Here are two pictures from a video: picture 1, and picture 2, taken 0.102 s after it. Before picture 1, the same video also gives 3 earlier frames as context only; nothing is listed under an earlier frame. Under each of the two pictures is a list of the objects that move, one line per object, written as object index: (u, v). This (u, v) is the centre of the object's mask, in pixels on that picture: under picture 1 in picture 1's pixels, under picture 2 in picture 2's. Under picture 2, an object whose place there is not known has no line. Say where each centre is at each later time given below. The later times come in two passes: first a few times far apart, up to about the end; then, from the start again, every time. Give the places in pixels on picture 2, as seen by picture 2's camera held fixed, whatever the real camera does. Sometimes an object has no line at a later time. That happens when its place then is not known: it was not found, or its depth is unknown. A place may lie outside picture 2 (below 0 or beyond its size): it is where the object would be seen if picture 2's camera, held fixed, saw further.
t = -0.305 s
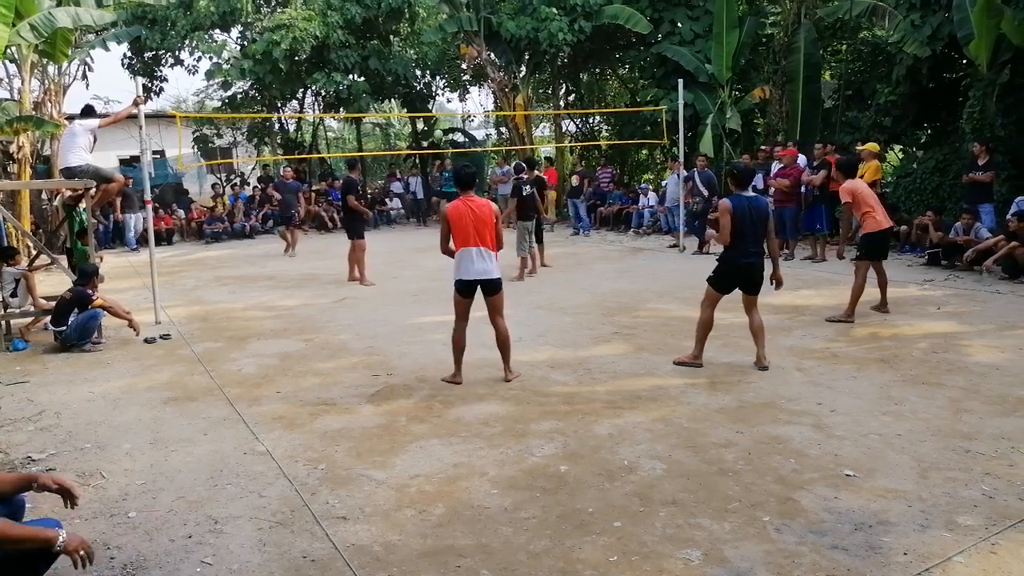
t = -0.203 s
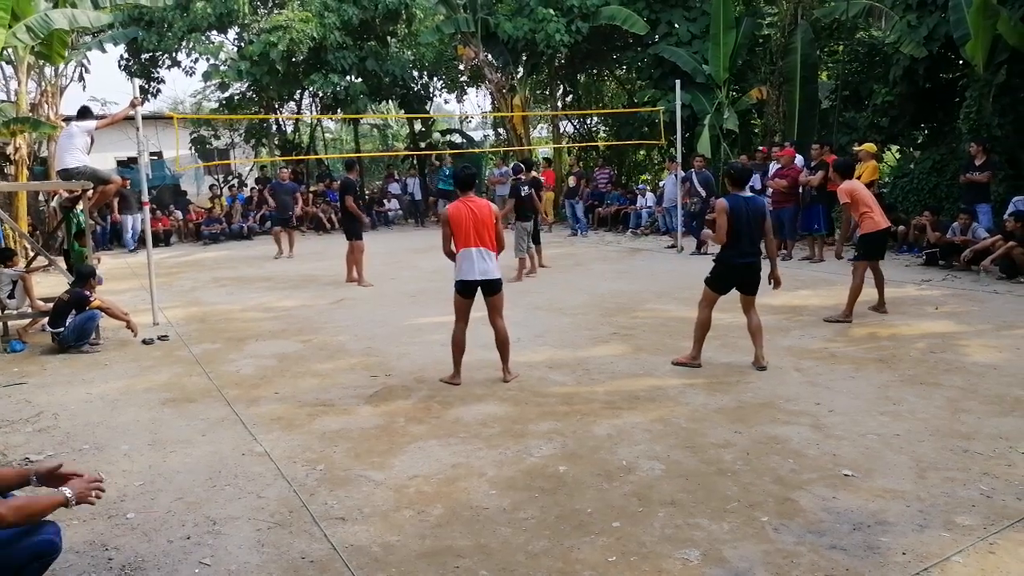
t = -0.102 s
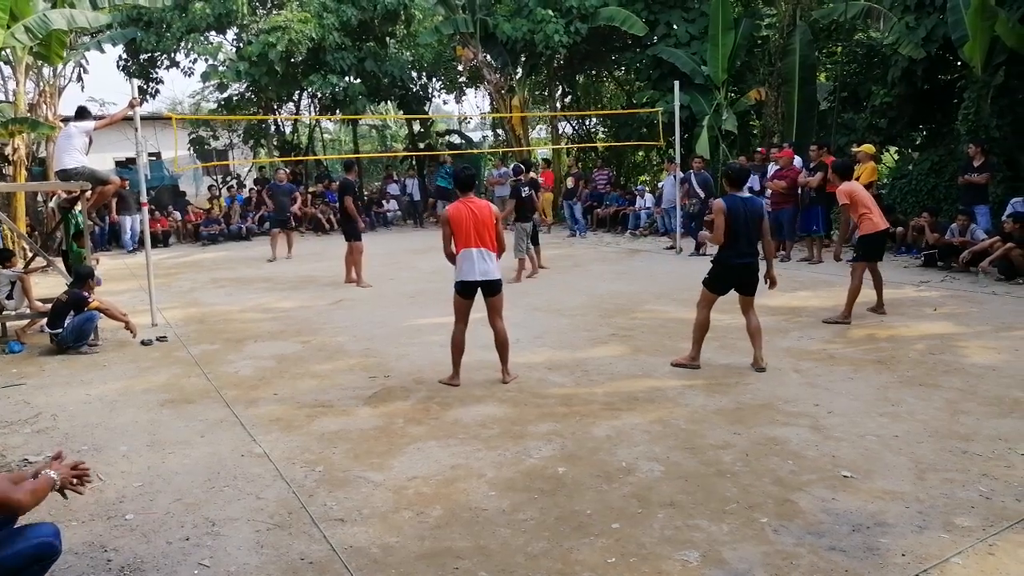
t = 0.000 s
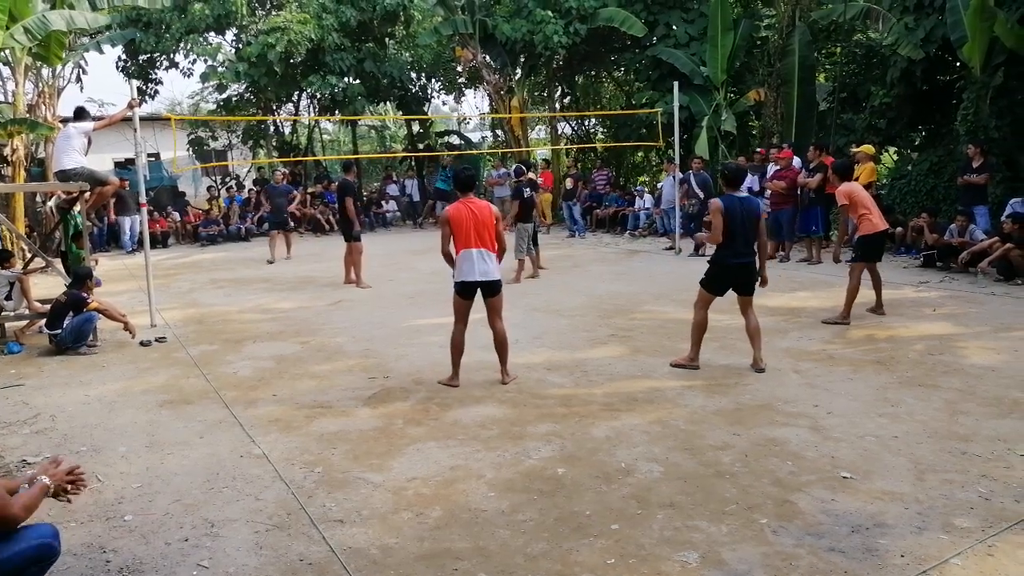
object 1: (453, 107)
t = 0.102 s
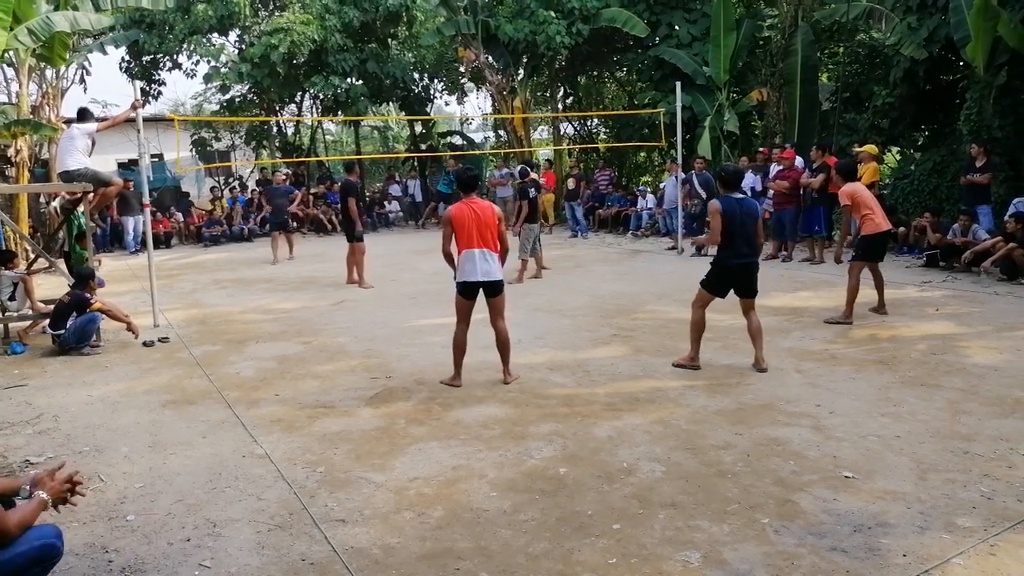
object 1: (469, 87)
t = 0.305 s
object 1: (503, 54)
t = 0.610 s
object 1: (566, 44)
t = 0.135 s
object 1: (474, 81)
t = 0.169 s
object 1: (479, 75)
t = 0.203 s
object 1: (485, 69)
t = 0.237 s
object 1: (491, 63)
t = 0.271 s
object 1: (497, 59)
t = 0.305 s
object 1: (503, 54)
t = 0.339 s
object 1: (509, 50)
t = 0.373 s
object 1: (515, 46)
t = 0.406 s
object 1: (521, 44)
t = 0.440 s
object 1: (528, 42)
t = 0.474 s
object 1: (535, 40)
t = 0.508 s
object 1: (543, 40)
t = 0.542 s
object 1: (551, 40)
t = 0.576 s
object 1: (558, 41)
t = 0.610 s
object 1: (566, 44)
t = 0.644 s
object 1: (576, 47)
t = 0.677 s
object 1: (587, 52)
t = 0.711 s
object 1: (597, 59)
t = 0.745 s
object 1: (607, 66)
